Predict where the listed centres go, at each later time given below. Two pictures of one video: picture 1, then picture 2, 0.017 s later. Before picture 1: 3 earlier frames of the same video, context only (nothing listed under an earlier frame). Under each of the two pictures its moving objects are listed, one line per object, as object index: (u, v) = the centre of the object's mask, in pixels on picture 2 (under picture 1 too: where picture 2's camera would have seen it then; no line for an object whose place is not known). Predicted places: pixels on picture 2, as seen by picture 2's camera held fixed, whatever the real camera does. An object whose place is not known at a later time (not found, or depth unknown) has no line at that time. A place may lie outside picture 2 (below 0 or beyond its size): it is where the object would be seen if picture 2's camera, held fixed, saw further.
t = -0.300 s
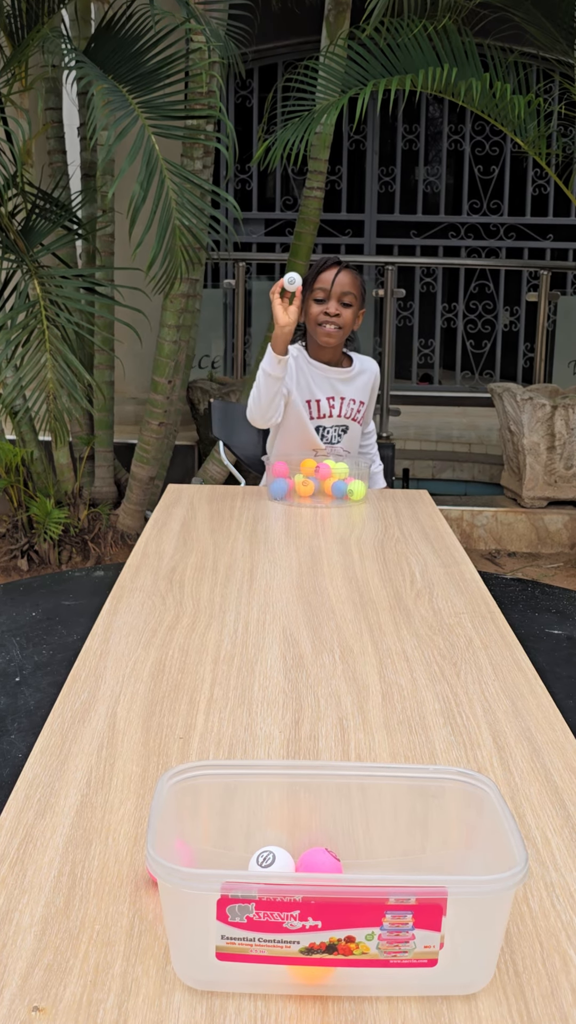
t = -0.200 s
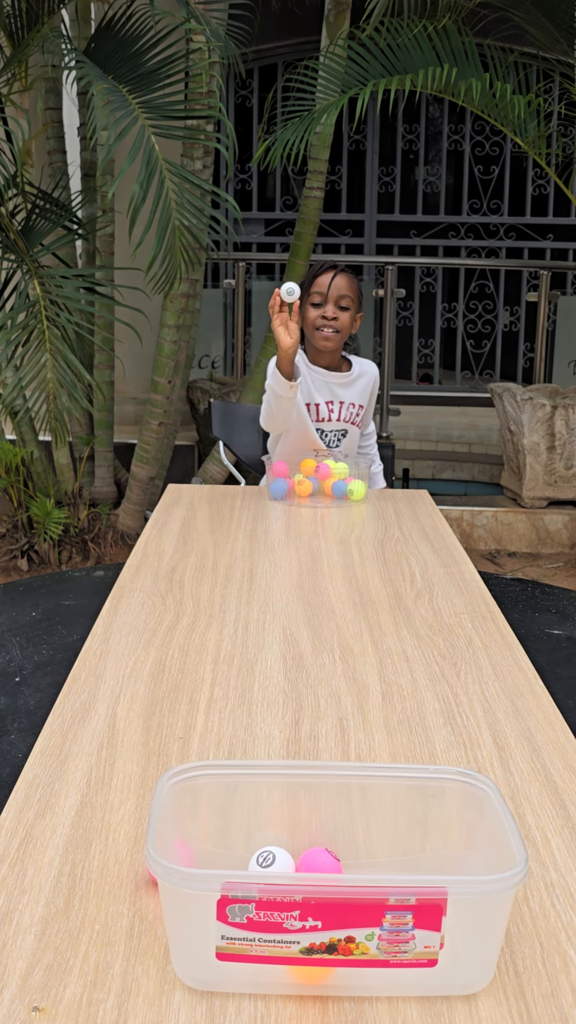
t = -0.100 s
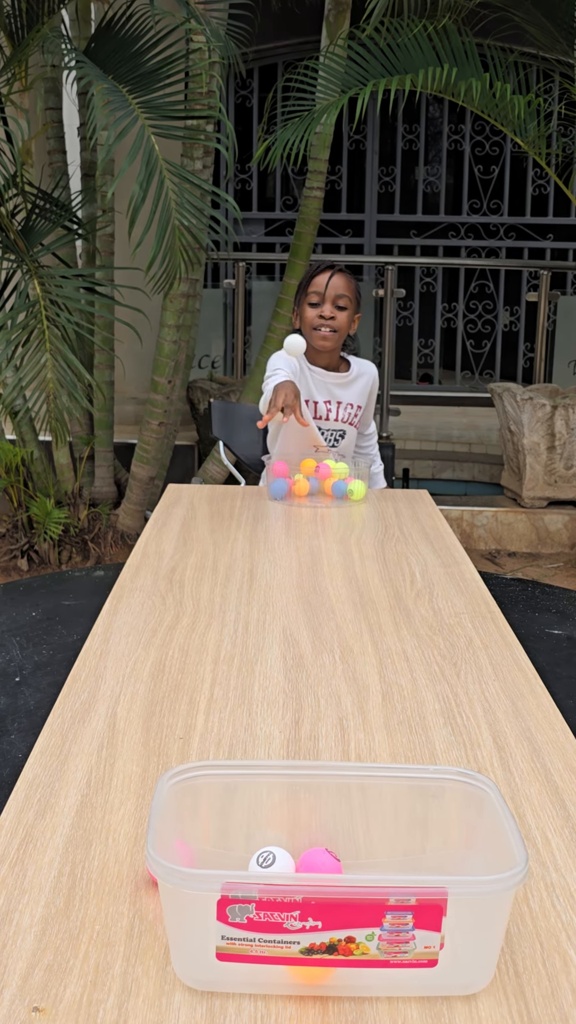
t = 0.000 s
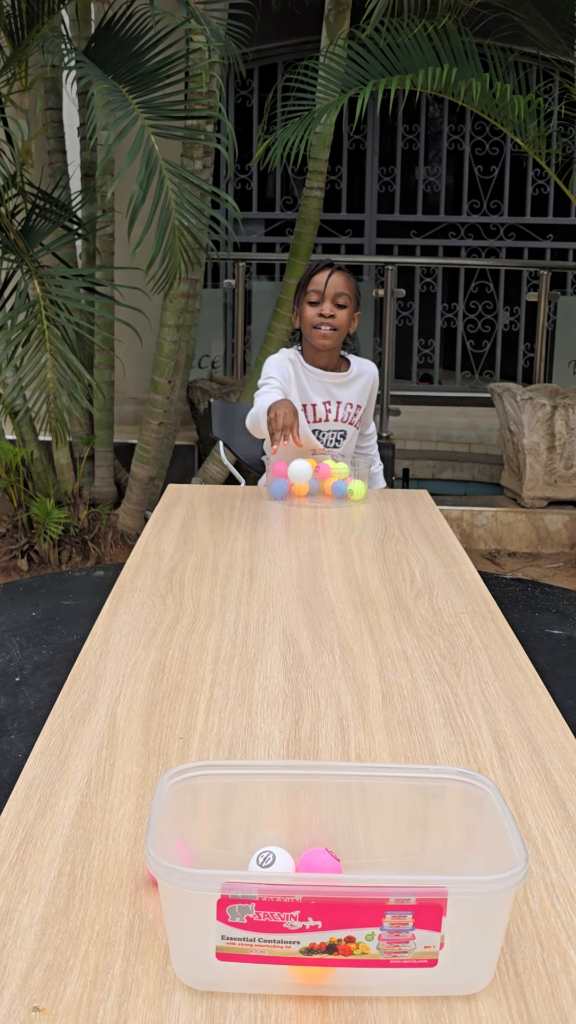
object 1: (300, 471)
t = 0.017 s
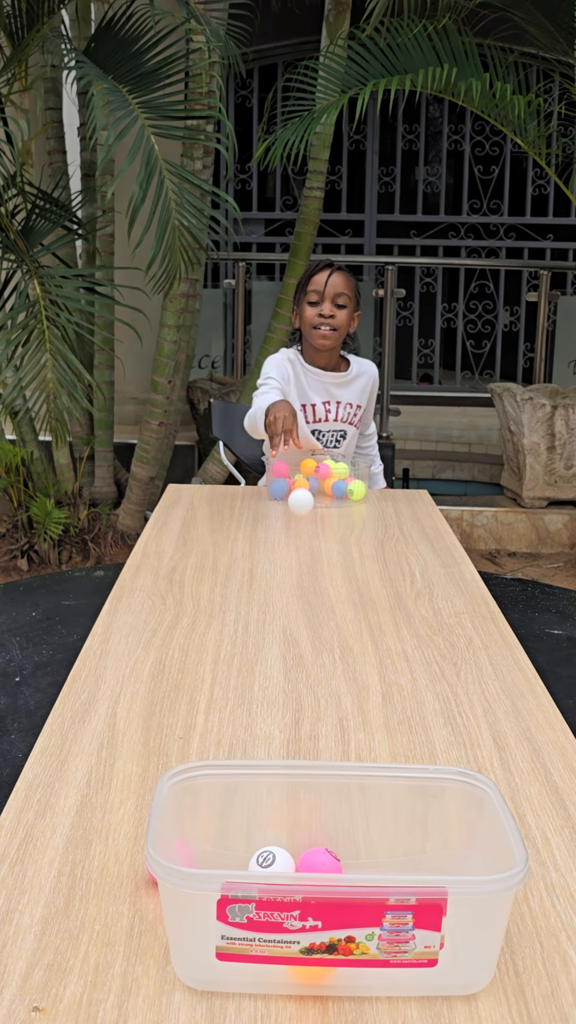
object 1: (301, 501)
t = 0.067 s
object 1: (303, 608)
